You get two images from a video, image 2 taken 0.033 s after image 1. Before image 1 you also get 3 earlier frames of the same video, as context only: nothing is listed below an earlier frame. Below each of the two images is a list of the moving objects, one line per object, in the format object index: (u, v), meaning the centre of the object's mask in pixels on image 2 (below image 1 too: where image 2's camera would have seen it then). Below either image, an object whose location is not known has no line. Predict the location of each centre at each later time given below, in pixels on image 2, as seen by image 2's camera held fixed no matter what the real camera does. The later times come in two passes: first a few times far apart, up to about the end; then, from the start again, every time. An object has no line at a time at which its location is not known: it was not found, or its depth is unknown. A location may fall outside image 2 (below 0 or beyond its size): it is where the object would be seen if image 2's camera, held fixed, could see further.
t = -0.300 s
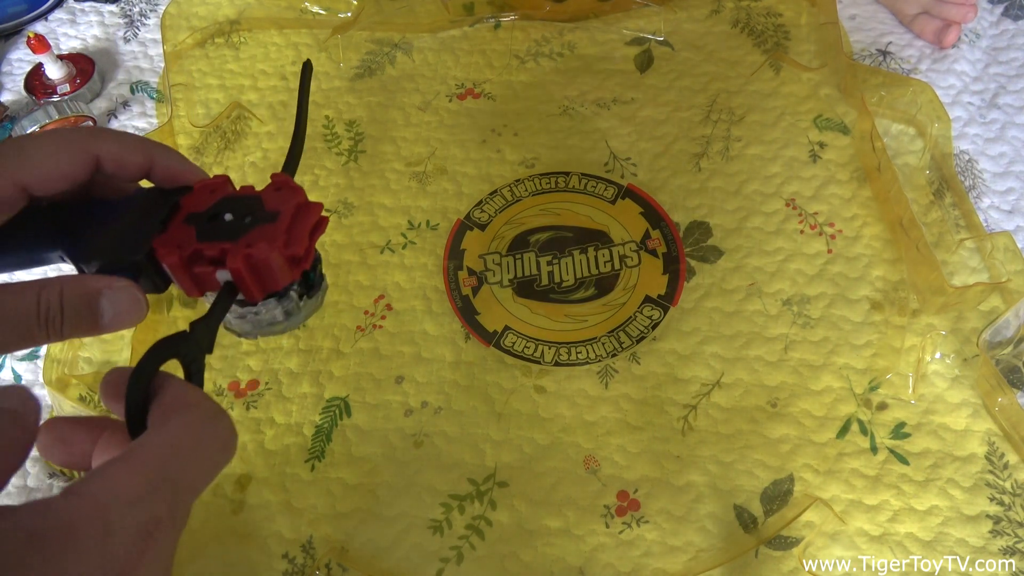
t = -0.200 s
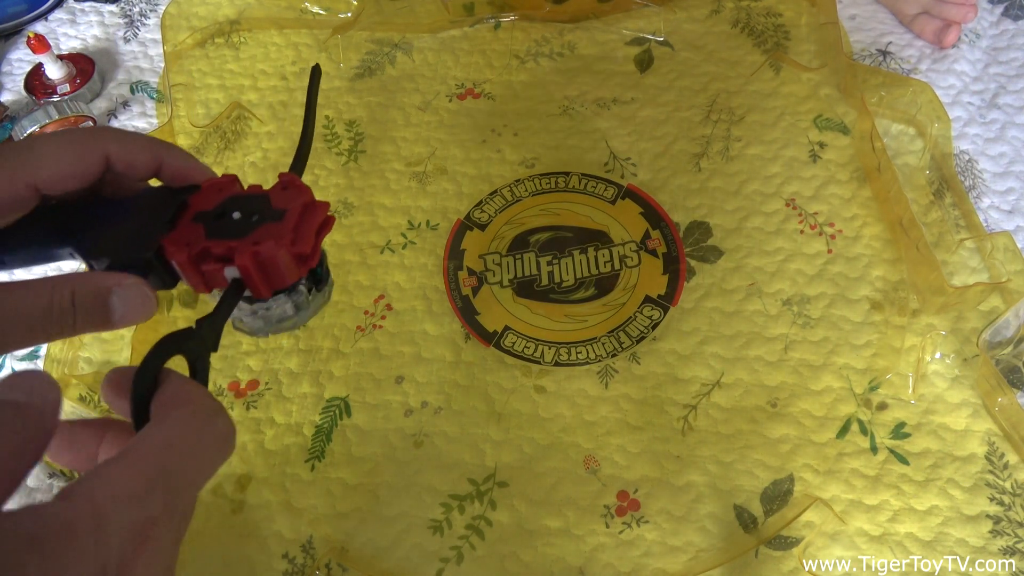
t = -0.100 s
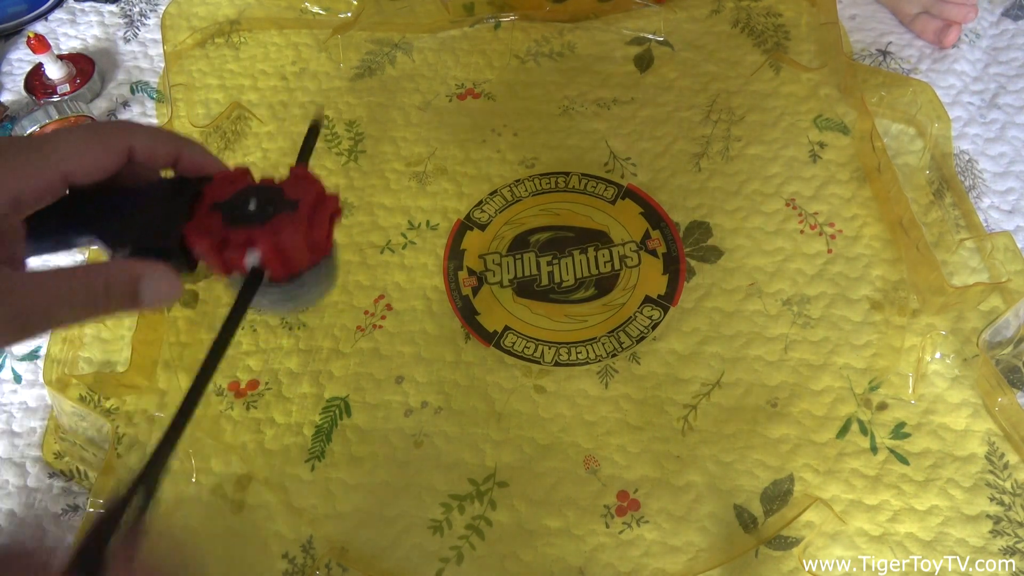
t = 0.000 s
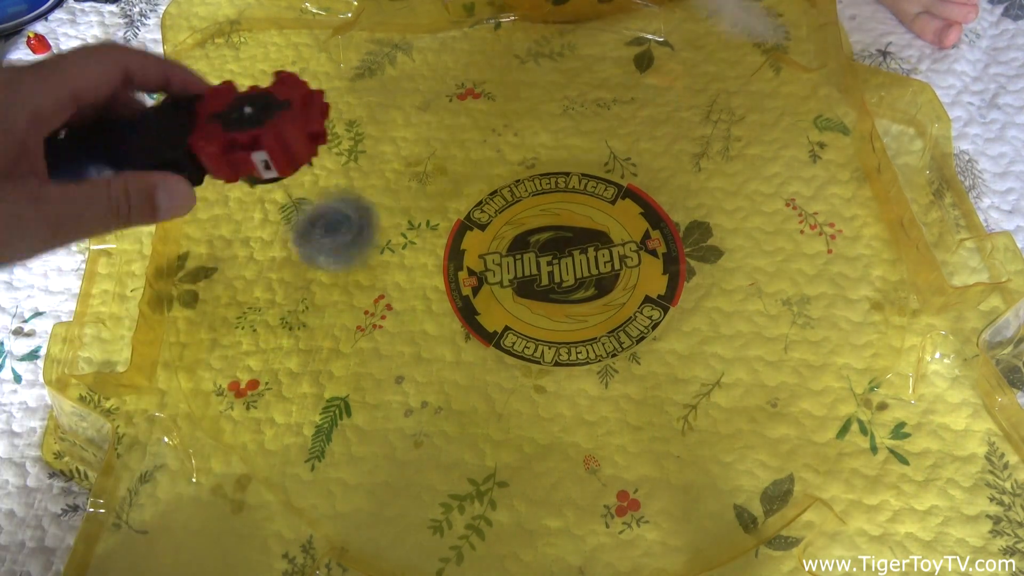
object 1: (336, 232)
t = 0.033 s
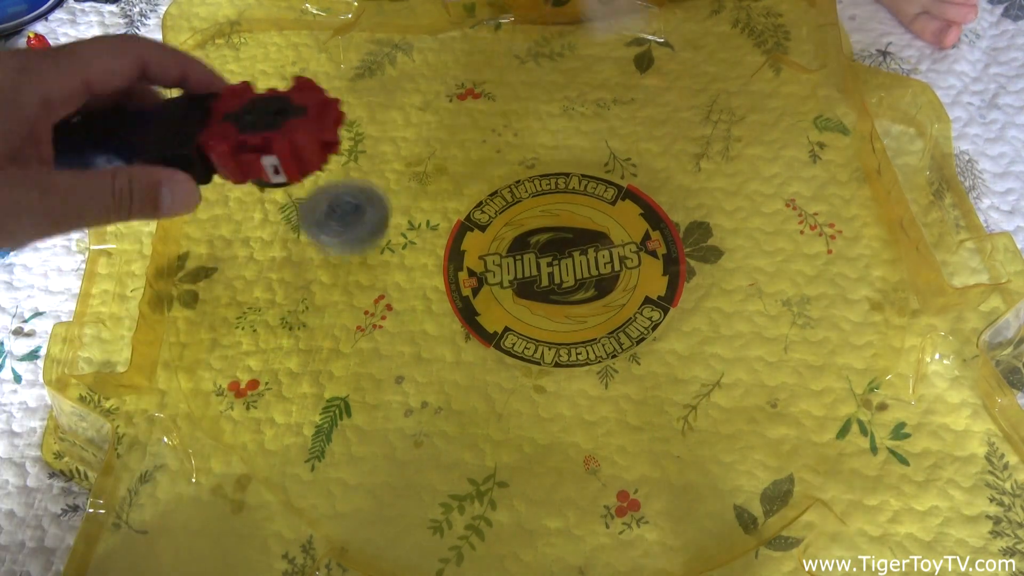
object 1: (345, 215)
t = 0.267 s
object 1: (350, 217)
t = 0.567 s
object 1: (342, 315)
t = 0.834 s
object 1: (530, 267)
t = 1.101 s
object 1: (559, 119)
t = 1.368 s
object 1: (459, 77)
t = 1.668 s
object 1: (456, 193)
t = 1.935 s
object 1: (640, 267)
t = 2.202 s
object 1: (709, 162)
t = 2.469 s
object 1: (581, 142)
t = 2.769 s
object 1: (510, 333)
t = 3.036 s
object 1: (690, 395)
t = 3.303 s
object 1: (690, 259)
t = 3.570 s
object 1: (595, 204)
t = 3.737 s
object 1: (550, 226)
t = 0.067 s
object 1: (351, 200)
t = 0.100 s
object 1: (362, 195)
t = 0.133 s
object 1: (376, 202)
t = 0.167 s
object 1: (382, 207)
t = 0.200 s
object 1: (369, 204)
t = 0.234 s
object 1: (361, 211)
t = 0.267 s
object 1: (350, 217)
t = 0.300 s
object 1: (338, 227)
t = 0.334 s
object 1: (326, 237)
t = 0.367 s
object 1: (317, 248)
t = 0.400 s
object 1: (311, 260)
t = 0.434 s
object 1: (308, 273)
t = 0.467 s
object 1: (310, 285)
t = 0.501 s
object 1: (316, 296)
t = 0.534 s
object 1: (327, 306)
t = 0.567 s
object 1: (342, 315)
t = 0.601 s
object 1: (362, 321)
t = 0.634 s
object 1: (384, 325)
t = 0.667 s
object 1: (411, 325)
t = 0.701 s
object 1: (439, 321)
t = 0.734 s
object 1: (468, 314)
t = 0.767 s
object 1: (494, 302)
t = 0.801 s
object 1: (515, 285)
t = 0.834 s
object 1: (530, 267)
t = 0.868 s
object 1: (543, 250)
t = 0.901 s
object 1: (555, 229)
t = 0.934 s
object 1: (564, 212)
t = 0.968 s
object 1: (570, 193)
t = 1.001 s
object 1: (571, 173)
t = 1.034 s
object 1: (571, 152)
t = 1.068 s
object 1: (567, 135)
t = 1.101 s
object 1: (559, 119)
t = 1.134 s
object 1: (548, 104)
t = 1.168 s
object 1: (534, 93)
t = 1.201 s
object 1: (520, 85)
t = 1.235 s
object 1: (507, 79)
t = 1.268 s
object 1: (494, 75)
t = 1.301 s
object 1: (481, 73)
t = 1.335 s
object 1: (470, 74)
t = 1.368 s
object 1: (459, 77)
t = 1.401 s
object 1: (449, 83)
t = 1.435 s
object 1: (442, 90)
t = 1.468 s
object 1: (435, 99)
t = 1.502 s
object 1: (431, 110)
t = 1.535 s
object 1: (428, 124)
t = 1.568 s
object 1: (428, 141)
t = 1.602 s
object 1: (433, 159)
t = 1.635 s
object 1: (443, 177)
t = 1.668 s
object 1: (456, 193)
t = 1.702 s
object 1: (471, 210)
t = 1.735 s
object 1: (489, 226)
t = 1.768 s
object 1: (512, 240)
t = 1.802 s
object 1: (536, 251)
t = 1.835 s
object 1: (558, 260)
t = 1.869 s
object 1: (585, 266)
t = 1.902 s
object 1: (613, 268)
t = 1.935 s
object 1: (640, 267)
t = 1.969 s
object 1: (662, 262)
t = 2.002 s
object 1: (681, 252)
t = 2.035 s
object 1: (697, 237)
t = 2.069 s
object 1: (708, 222)
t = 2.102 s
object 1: (714, 205)
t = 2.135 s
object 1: (717, 188)
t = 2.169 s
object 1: (715, 174)
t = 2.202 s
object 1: (709, 162)
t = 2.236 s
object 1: (701, 151)
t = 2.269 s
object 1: (690, 142)
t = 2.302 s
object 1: (676, 135)
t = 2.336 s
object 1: (661, 130)
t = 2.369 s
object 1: (643, 128)
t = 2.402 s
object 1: (622, 130)
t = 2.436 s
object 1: (601, 135)
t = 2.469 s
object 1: (581, 142)
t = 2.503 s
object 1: (560, 156)
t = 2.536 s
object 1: (543, 173)
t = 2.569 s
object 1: (530, 189)
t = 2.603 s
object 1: (518, 211)
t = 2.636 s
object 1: (510, 237)
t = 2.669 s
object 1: (506, 260)
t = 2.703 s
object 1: (502, 282)
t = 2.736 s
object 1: (503, 308)
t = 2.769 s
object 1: (510, 333)
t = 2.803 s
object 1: (521, 356)
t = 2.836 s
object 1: (542, 375)
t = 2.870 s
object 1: (567, 389)
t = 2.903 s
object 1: (592, 400)
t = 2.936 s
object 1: (621, 403)
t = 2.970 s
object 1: (643, 404)
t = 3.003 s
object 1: (671, 402)
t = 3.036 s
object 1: (690, 395)
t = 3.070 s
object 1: (709, 386)
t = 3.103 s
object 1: (722, 372)
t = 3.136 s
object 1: (730, 357)
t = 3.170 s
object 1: (733, 338)
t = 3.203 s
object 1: (728, 319)
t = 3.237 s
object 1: (721, 299)
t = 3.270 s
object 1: (706, 279)
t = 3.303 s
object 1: (690, 259)
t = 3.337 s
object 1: (678, 244)
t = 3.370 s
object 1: (667, 232)
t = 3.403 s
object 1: (650, 223)
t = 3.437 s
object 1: (636, 215)
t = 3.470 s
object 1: (619, 212)
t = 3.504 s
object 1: (606, 208)
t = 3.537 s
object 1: (602, 205)
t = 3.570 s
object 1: (595, 204)
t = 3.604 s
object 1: (588, 206)
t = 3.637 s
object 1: (577, 209)
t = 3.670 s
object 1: (568, 213)
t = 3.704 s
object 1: (557, 220)
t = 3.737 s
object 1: (550, 226)
